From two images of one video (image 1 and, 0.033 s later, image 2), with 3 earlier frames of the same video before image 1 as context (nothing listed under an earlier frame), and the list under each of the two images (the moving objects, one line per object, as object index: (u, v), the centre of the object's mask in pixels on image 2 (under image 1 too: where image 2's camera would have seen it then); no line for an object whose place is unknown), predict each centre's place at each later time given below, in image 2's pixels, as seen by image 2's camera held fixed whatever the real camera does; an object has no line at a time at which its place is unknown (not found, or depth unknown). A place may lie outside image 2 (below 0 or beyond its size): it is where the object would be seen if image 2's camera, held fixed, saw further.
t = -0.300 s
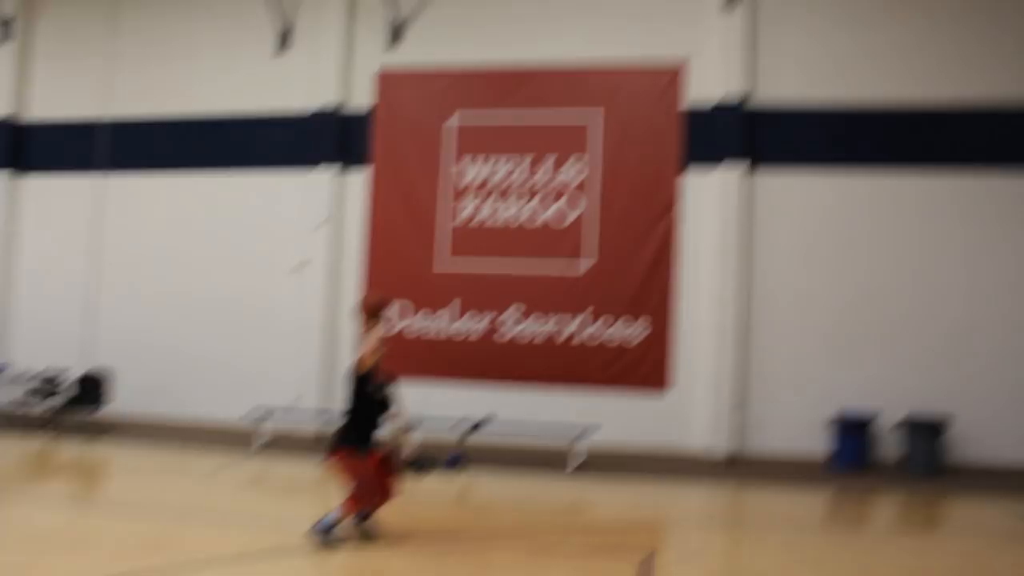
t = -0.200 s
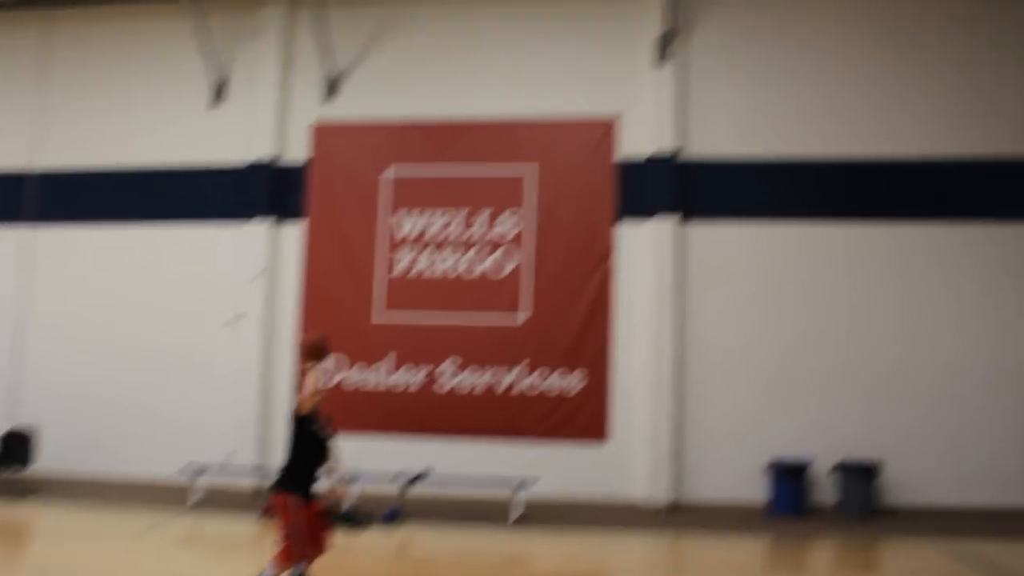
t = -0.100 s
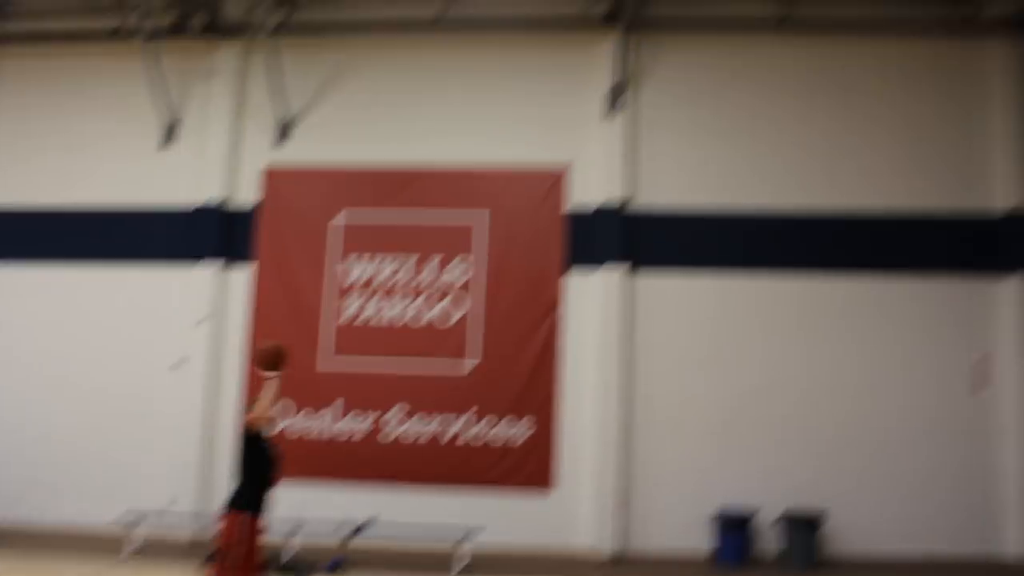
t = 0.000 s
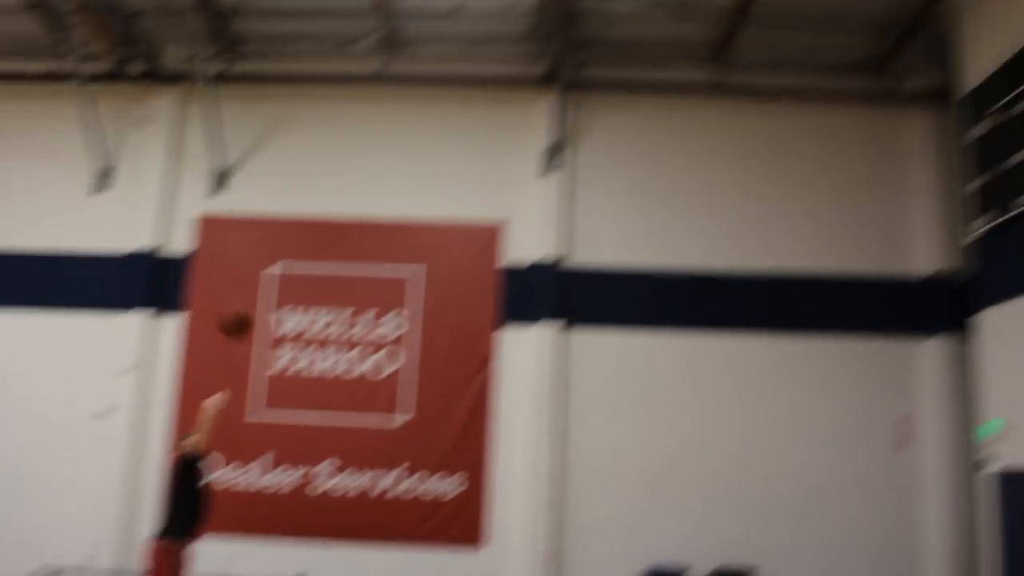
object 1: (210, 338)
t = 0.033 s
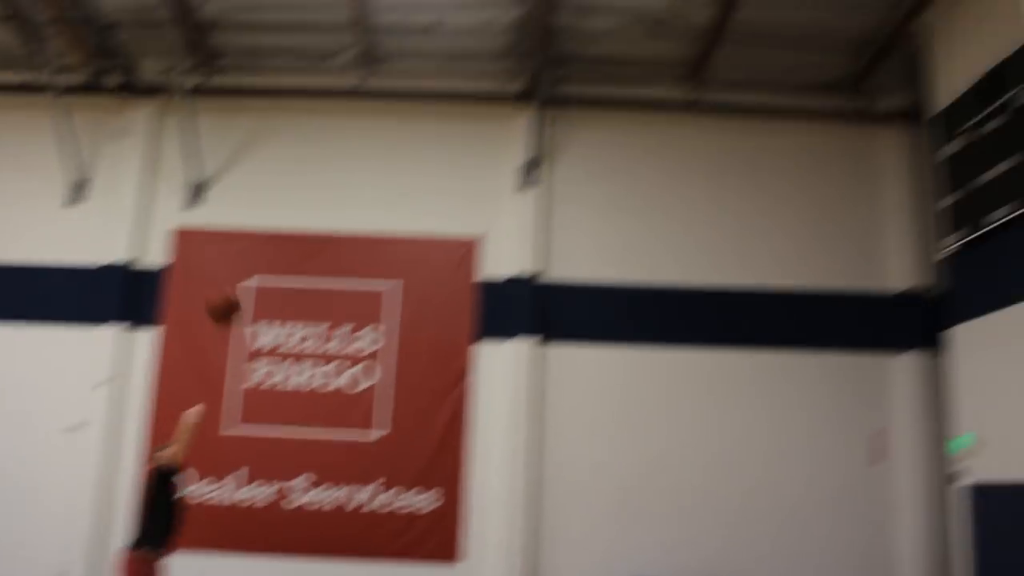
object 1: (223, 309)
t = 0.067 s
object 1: (239, 282)
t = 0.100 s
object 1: (253, 256)
